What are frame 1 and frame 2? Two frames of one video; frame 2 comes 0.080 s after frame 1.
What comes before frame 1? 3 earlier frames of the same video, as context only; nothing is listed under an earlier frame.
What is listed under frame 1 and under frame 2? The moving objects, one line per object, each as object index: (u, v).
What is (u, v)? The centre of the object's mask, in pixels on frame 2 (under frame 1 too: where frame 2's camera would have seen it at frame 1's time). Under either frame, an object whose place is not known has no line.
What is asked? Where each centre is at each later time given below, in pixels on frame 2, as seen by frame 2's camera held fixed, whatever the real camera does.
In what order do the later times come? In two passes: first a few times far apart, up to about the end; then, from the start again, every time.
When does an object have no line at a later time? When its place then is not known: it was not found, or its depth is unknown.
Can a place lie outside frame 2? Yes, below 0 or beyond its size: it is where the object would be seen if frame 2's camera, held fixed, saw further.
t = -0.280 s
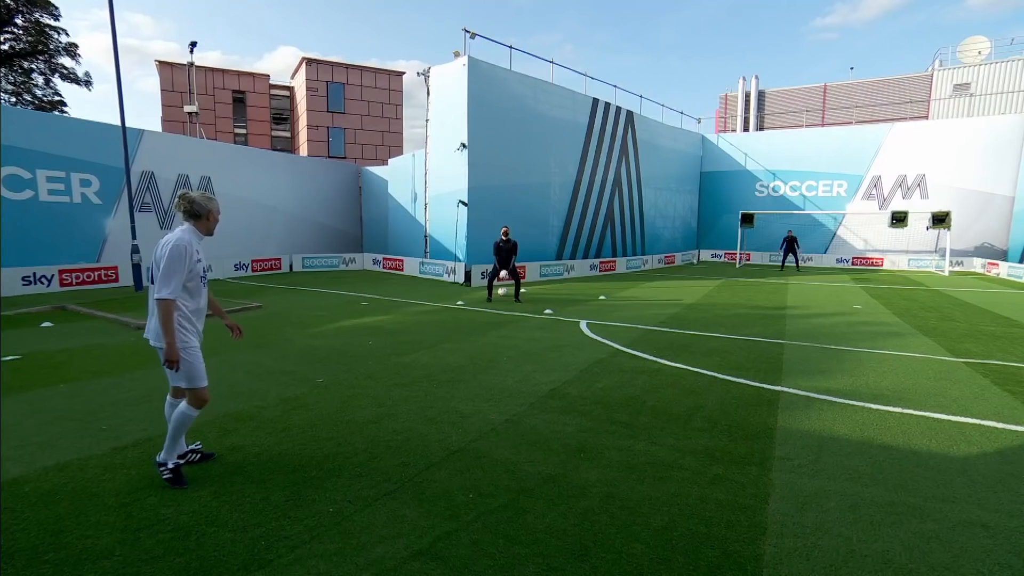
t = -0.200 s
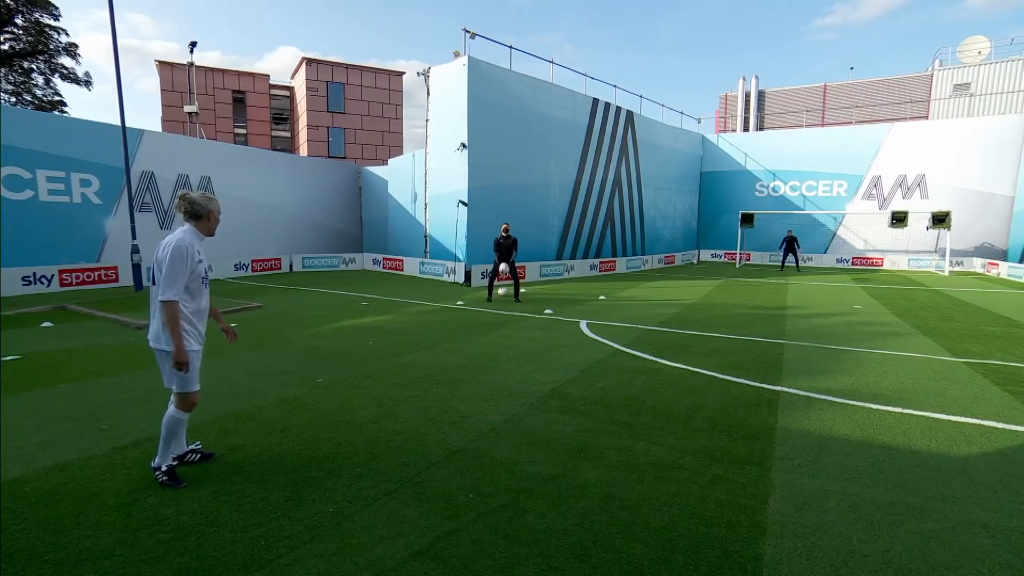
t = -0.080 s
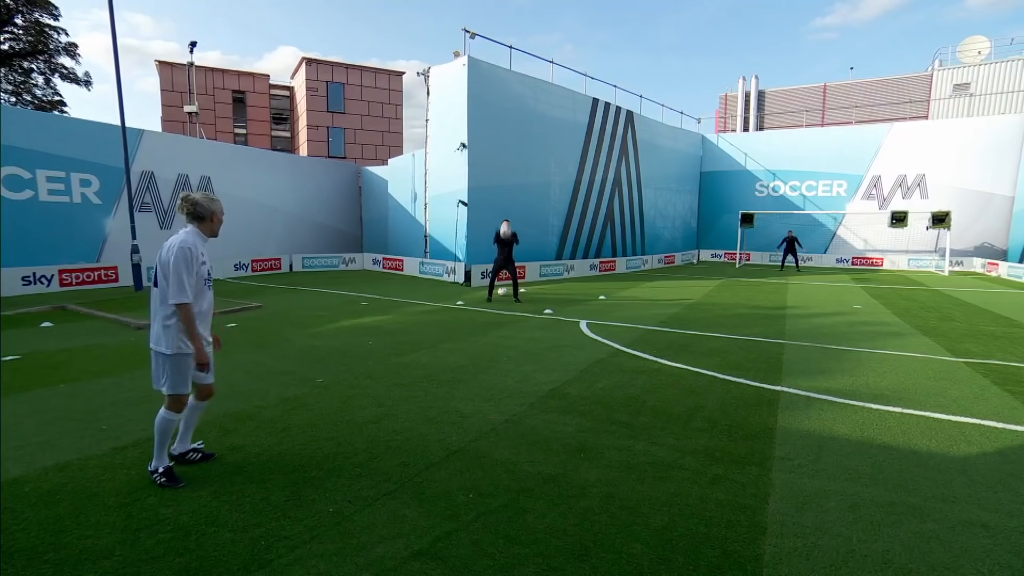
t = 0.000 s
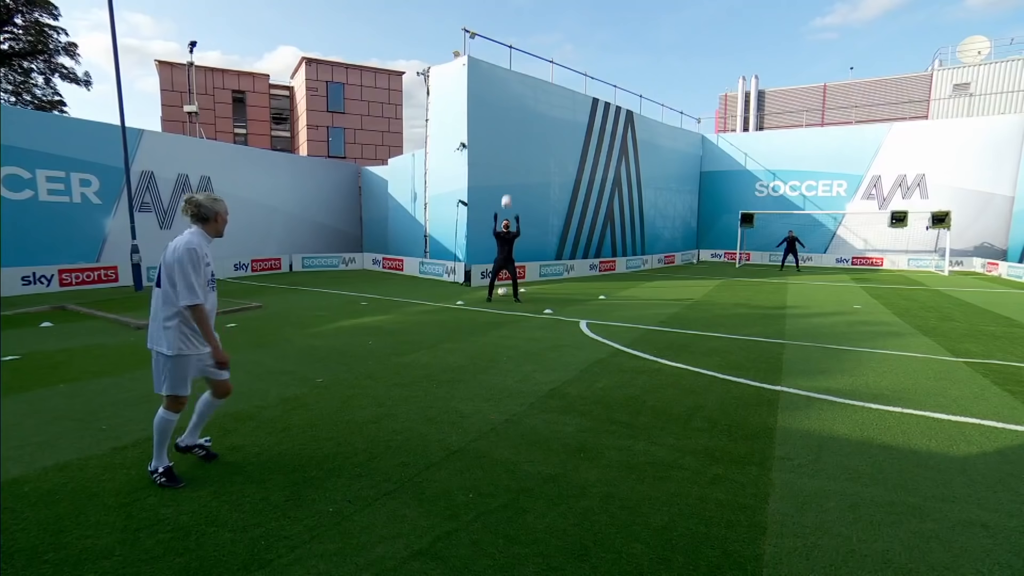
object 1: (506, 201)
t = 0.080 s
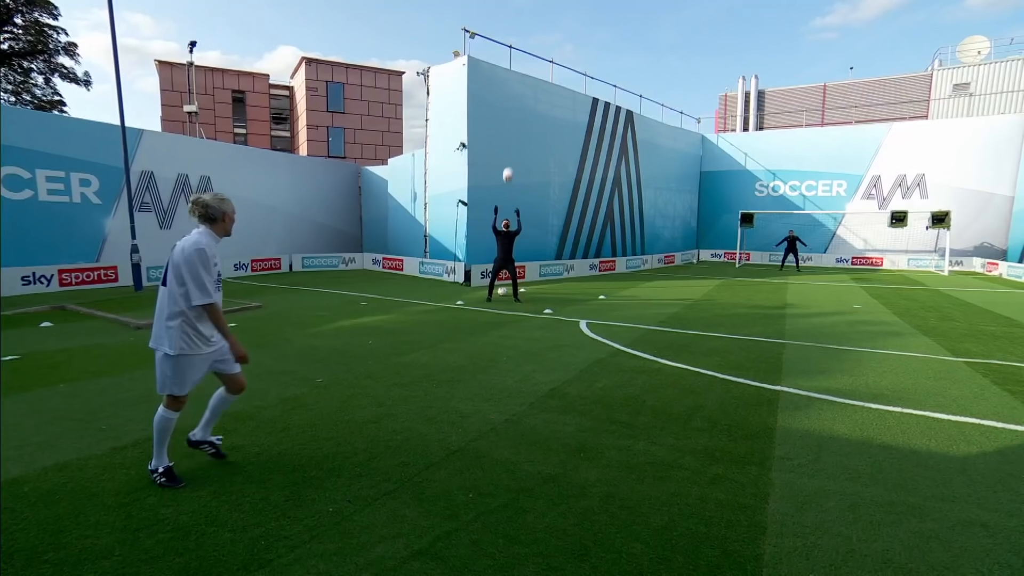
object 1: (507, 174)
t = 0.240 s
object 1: (512, 126)
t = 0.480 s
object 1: (520, 68)
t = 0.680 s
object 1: (528, 42)
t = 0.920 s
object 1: (539, 47)
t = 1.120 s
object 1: (550, 95)
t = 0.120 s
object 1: (509, 161)
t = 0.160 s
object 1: (510, 149)
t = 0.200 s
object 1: (511, 137)
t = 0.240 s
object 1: (512, 126)
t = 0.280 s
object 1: (513, 115)
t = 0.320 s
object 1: (514, 104)
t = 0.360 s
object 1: (515, 94)
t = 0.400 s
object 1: (516, 85)
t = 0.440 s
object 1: (518, 76)
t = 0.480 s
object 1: (520, 68)
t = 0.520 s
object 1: (521, 61)
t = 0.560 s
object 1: (523, 55)
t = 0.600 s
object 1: (524, 50)
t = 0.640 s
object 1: (526, 45)
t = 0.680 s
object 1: (528, 42)
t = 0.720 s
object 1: (529, 40)
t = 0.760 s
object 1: (531, 39)
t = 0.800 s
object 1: (533, 39)
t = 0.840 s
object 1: (535, 40)
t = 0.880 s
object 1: (537, 43)
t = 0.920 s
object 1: (539, 47)
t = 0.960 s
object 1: (541, 53)
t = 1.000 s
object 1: (543, 61)
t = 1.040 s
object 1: (546, 70)
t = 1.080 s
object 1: (548, 82)
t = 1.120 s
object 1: (550, 95)
